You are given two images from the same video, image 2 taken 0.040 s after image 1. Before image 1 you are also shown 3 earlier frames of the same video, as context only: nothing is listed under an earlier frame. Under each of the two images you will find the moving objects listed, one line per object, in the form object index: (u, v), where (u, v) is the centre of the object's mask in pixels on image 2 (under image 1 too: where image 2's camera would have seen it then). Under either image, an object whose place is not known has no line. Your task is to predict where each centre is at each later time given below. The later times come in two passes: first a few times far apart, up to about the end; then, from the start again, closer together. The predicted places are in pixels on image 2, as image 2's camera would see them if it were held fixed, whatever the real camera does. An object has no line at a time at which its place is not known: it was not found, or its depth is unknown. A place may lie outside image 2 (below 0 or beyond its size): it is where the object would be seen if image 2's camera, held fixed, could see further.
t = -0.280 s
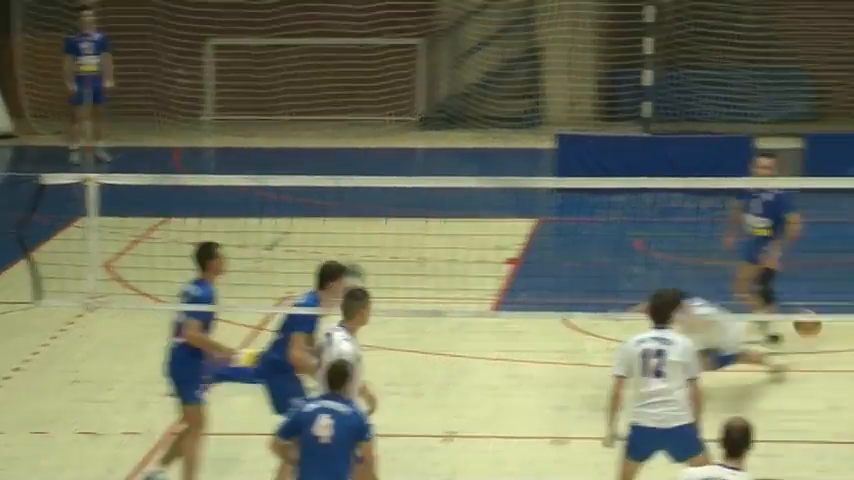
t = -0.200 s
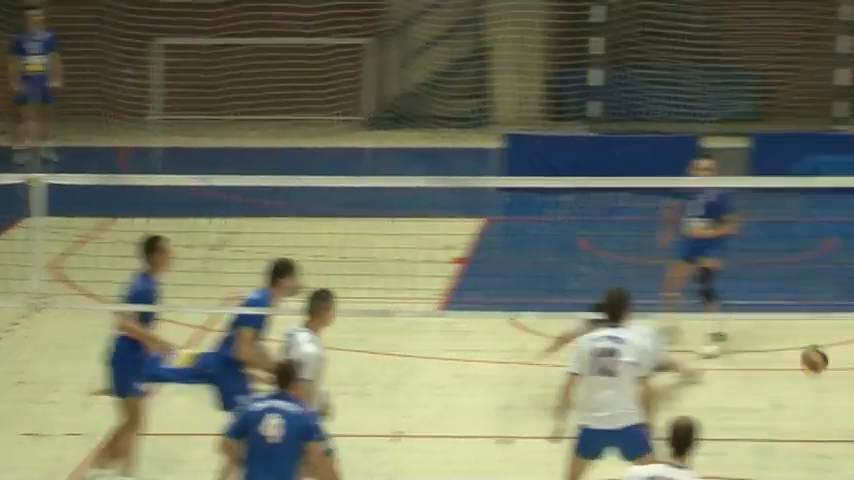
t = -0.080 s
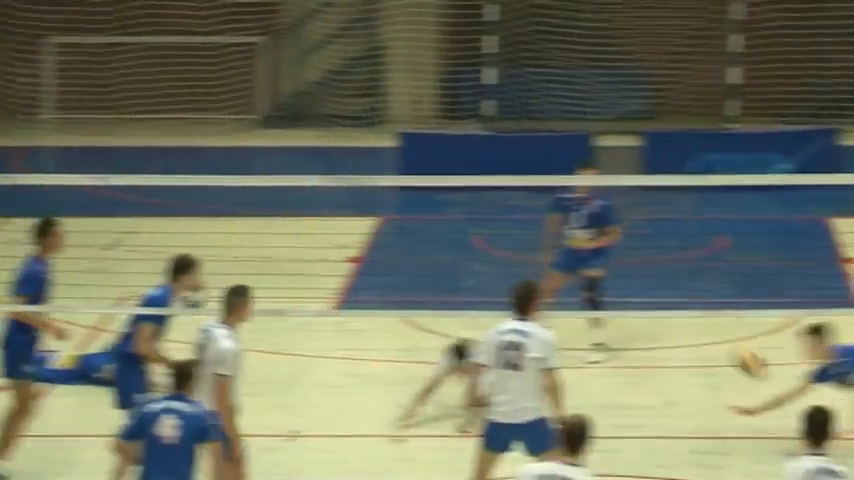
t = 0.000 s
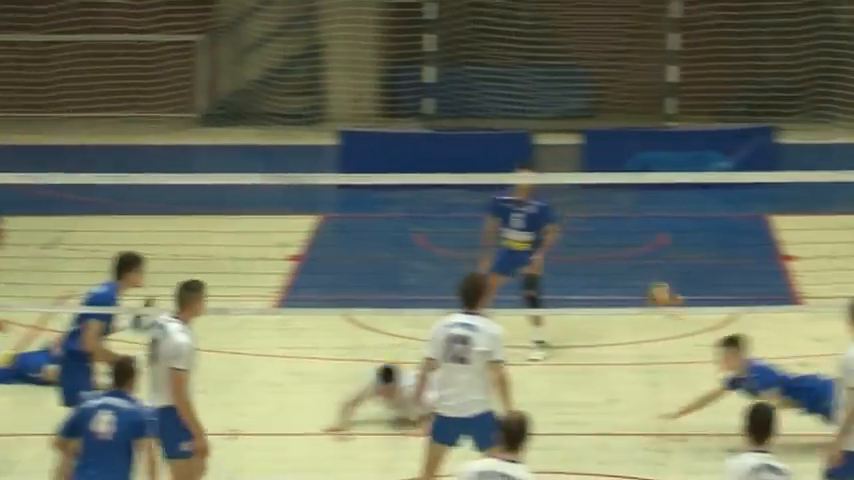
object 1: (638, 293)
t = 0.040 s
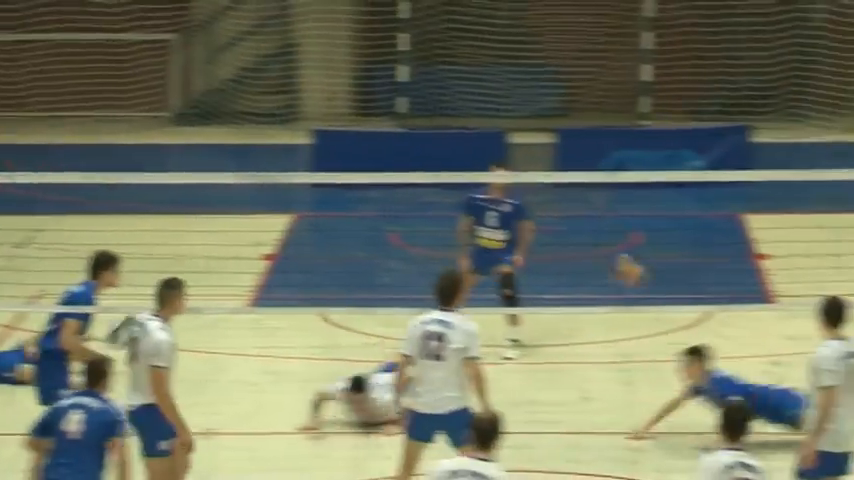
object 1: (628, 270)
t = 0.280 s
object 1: (556, 145)
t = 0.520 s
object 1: (486, 92)
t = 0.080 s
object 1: (612, 244)
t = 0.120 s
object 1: (604, 221)
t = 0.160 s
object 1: (589, 200)
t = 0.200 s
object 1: (580, 188)
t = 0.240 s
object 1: (569, 159)
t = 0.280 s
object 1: (556, 145)
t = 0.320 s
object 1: (543, 130)
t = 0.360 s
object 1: (530, 116)
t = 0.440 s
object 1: (509, 101)
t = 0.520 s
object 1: (486, 92)
